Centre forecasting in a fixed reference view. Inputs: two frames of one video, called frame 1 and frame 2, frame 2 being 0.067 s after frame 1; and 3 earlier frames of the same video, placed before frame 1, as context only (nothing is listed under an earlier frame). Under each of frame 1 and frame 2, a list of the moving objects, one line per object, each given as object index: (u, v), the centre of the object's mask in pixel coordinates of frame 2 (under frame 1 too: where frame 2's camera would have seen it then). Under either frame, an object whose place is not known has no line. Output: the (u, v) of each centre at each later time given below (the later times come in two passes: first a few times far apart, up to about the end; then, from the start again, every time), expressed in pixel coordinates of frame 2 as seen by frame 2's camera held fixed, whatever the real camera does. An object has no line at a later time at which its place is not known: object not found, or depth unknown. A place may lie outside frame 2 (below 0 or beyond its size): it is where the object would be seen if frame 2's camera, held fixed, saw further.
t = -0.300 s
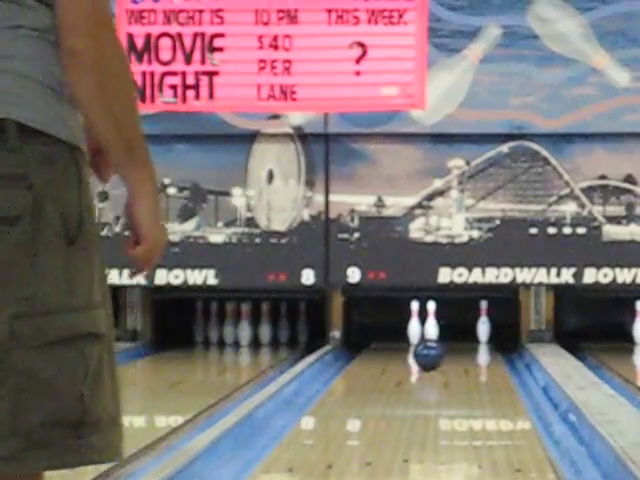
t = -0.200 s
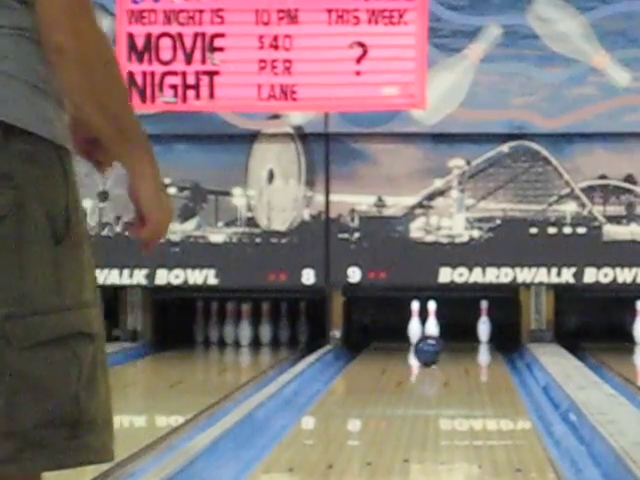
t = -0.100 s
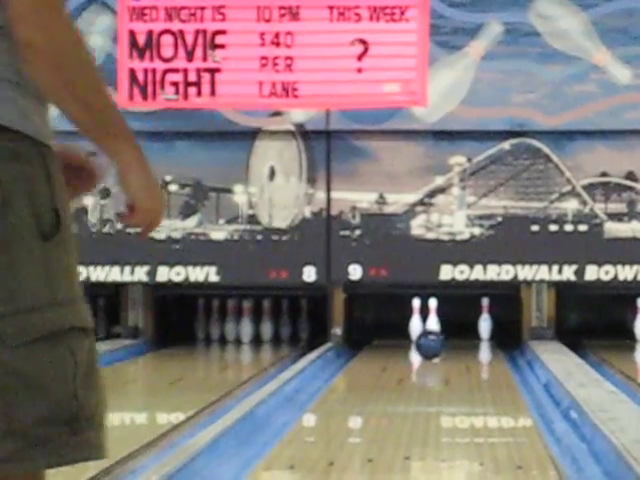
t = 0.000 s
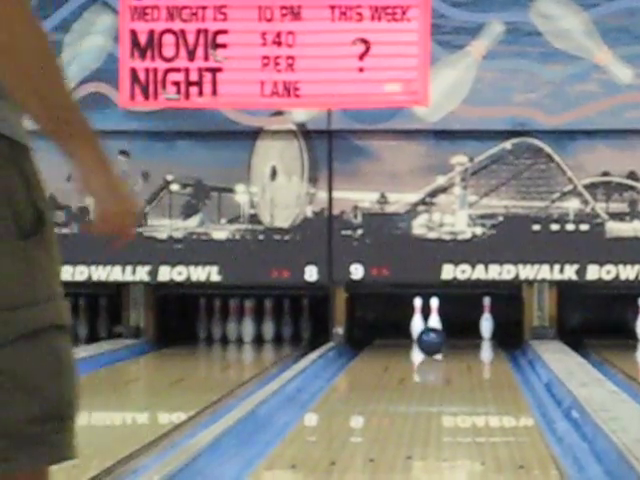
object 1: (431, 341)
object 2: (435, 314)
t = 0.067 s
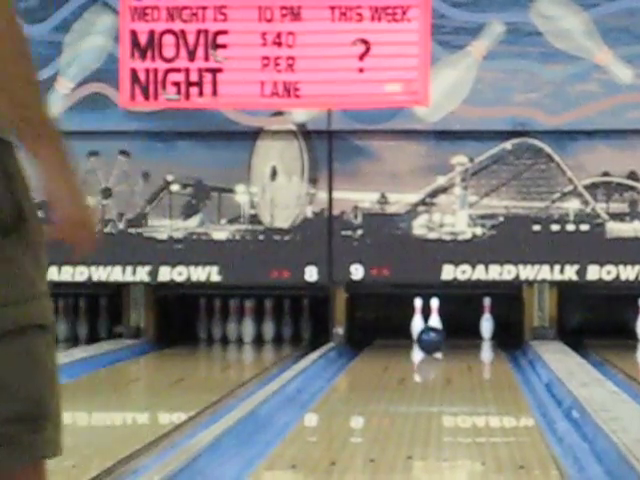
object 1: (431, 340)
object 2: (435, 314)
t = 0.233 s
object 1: (428, 336)
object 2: (435, 312)
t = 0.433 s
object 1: (423, 333)
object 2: (436, 317)
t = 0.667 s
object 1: (409, 329)
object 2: (470, 326)
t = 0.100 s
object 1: (430, 339)
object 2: (435, 313)
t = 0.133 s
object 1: (430, 338)
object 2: (435, 313)
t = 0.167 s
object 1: (430, 337)
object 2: (435, 312)
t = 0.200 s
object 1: (429, 337)
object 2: (435, 312)
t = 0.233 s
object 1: (428, 336)
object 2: (435, 312)
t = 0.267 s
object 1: (428, 336)
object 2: (435, 312)
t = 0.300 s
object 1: (427, 336)
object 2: (435, 313)
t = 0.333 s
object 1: (426, 335)
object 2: (435, 314)
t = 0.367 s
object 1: (425, 334)
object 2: (435, 313)
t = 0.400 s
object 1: (424, 333)
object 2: (436, 313)
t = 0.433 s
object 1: (423, 333)
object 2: (436, 317)
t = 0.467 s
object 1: (423, 332)
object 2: (436, 317)
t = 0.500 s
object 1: (422, 331)
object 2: (436, 318)
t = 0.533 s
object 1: (422, 331)
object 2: (435, 319)
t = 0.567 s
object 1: (421, 330)
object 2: (439, 321)
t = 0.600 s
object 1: (418, 329)
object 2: (450, 321)
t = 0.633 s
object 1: (416, 328)
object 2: (461, 320)
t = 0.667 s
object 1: (409, 329)
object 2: (470, 326)
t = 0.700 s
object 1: (406, 329)
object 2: (488, 318)
